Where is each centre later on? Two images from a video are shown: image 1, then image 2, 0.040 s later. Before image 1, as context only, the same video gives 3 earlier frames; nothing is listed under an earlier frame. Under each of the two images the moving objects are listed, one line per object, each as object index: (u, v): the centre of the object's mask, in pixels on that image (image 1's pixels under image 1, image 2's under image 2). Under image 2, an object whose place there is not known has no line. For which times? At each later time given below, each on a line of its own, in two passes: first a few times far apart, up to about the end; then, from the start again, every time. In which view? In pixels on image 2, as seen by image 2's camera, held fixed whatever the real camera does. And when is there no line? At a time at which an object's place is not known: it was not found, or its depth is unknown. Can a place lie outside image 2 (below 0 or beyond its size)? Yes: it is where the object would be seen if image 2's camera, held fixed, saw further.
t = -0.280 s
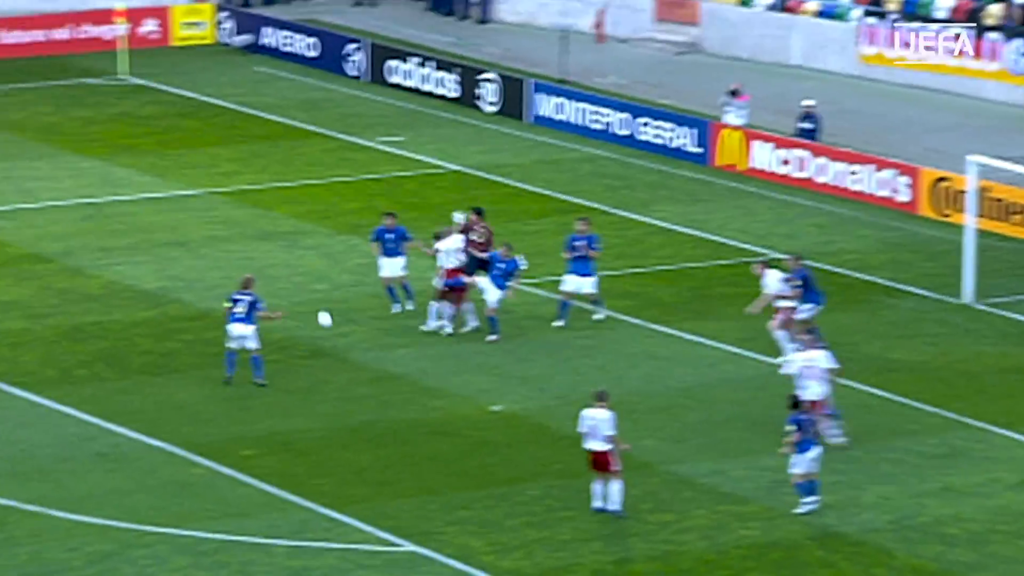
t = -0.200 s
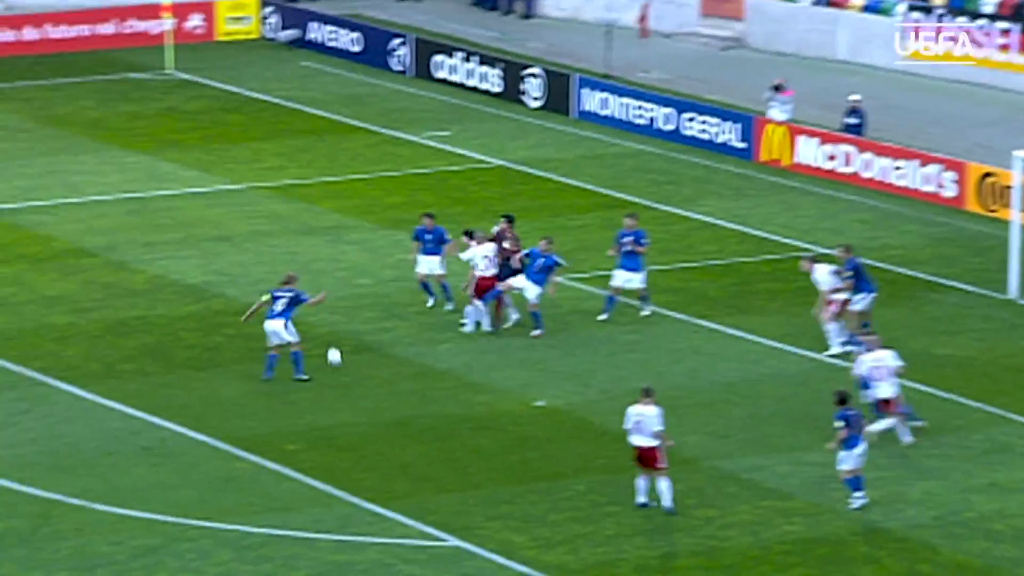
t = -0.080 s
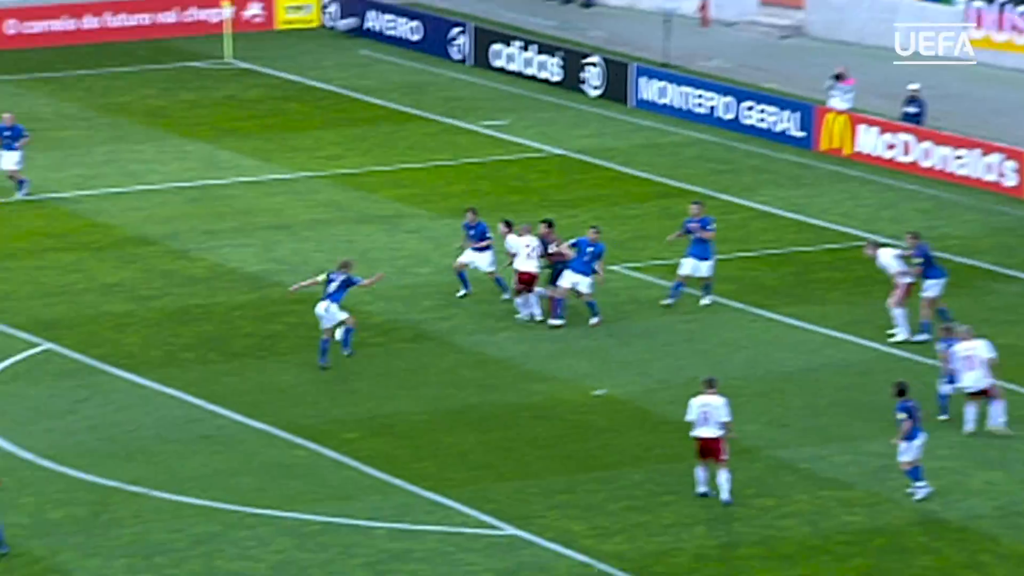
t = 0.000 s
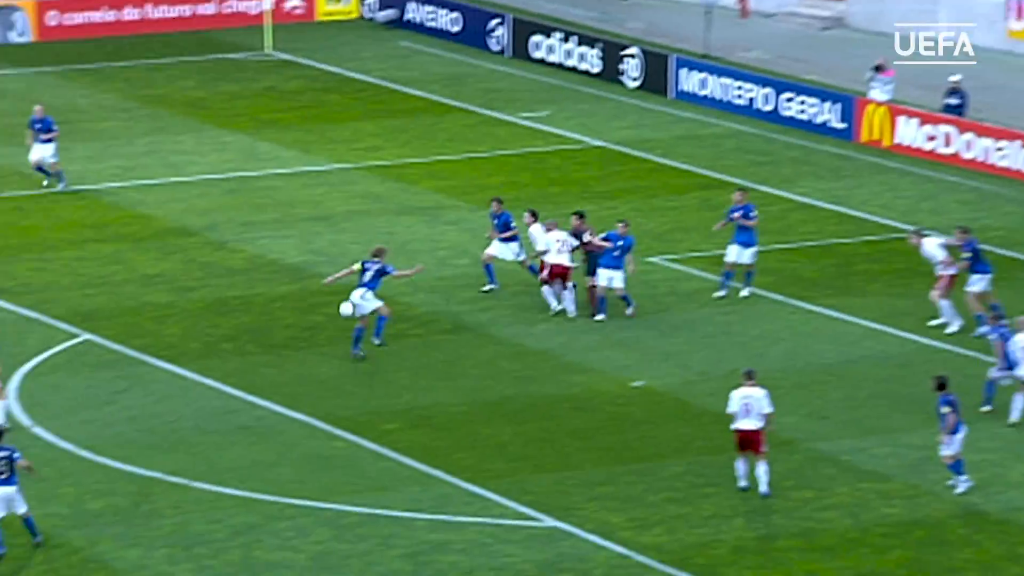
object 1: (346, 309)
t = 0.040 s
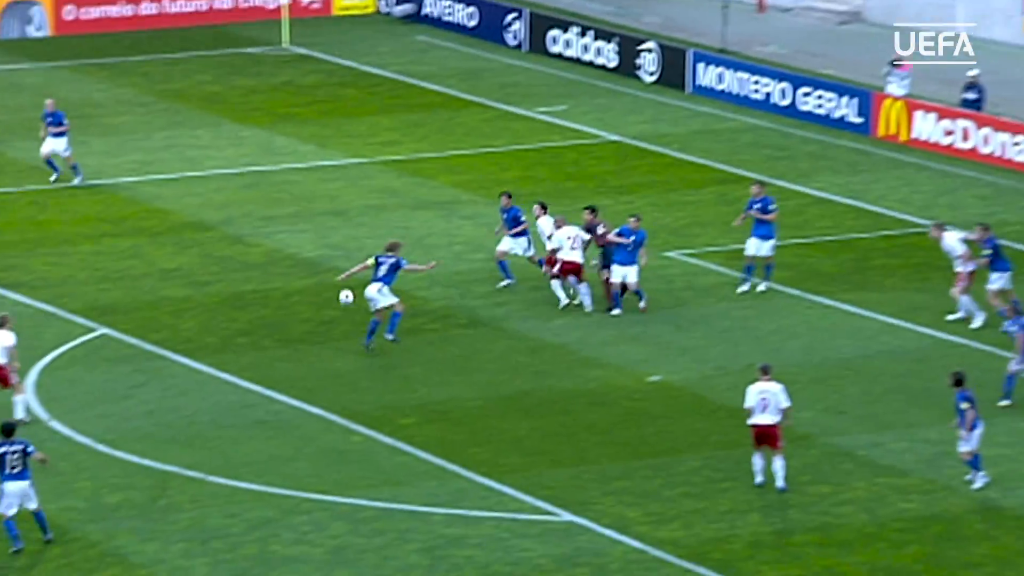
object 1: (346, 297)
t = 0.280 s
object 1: (246, 280)
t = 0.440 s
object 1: (181, 291)
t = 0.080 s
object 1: (329, 291)
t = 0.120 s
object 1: (312, 287)
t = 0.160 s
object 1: (296, 284)
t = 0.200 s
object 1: (279, 281)
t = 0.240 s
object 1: (263, 280)
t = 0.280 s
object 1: (246, 280)
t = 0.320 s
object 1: (230, 281)
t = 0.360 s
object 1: (213, 284)
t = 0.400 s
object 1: (197, 287)
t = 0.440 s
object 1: (181, 291)
